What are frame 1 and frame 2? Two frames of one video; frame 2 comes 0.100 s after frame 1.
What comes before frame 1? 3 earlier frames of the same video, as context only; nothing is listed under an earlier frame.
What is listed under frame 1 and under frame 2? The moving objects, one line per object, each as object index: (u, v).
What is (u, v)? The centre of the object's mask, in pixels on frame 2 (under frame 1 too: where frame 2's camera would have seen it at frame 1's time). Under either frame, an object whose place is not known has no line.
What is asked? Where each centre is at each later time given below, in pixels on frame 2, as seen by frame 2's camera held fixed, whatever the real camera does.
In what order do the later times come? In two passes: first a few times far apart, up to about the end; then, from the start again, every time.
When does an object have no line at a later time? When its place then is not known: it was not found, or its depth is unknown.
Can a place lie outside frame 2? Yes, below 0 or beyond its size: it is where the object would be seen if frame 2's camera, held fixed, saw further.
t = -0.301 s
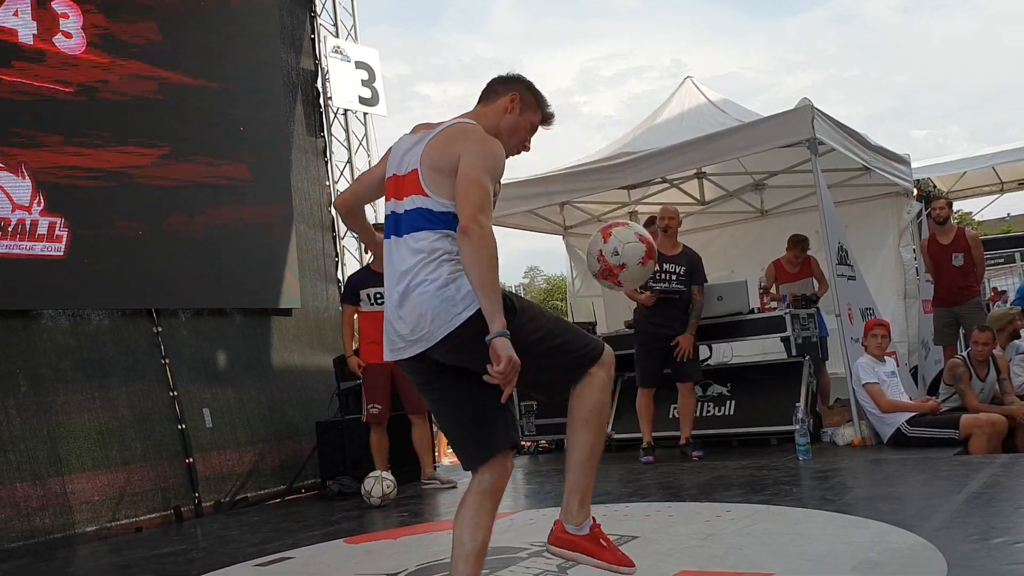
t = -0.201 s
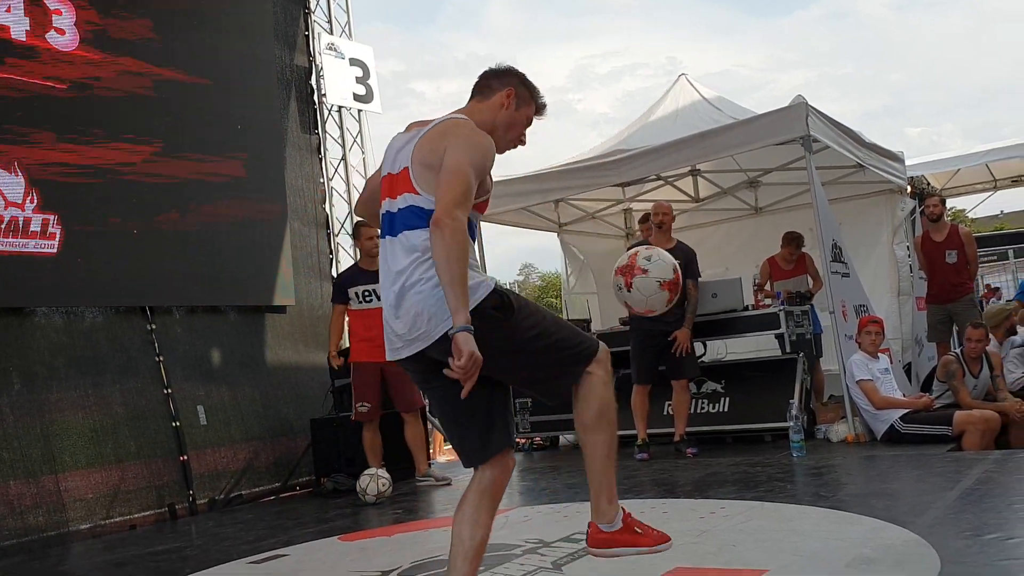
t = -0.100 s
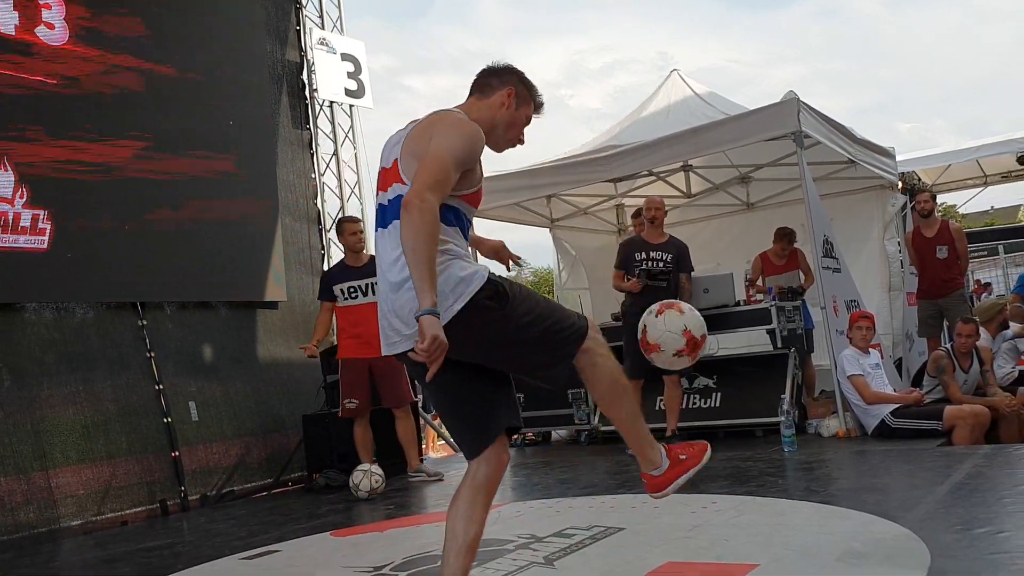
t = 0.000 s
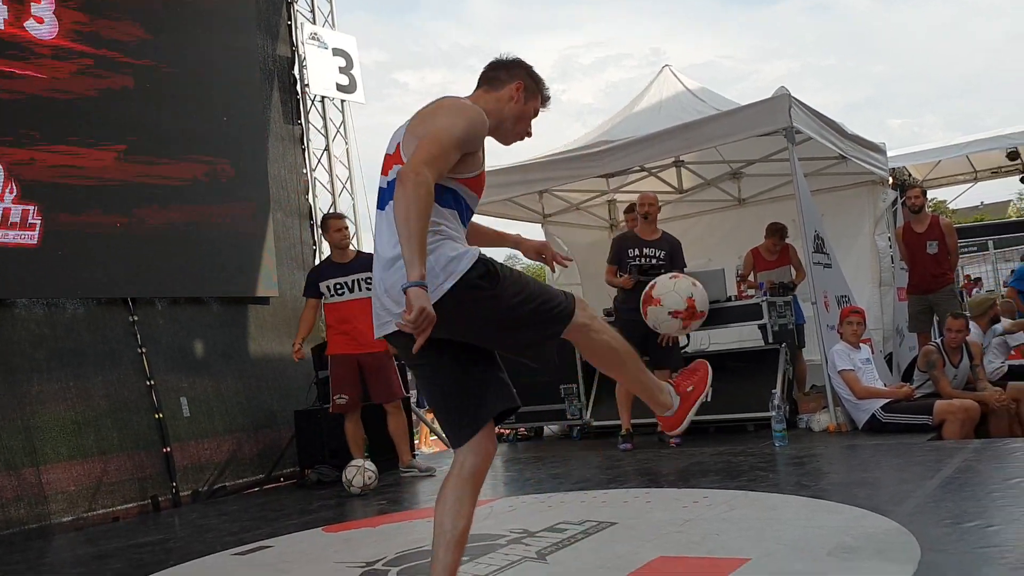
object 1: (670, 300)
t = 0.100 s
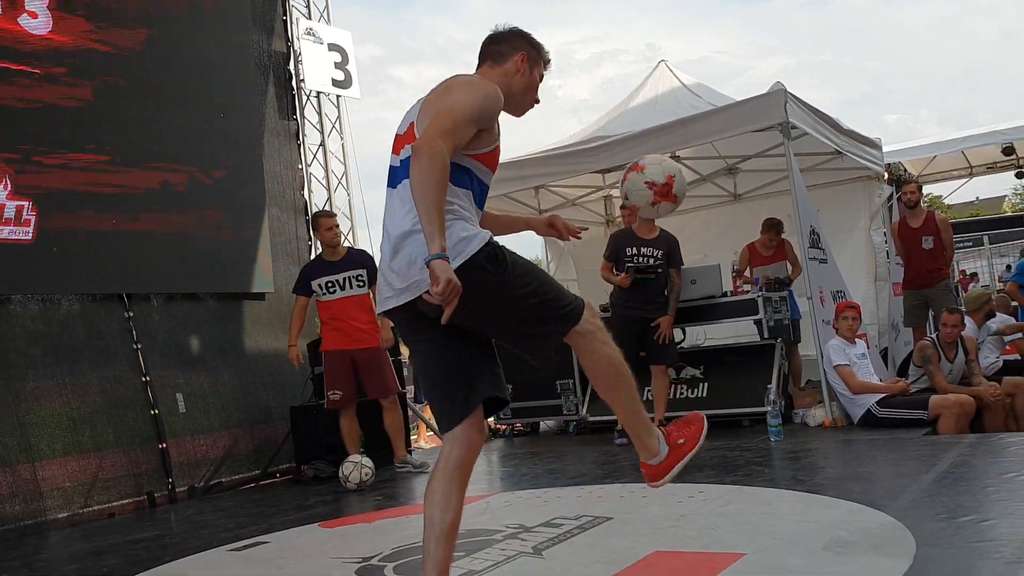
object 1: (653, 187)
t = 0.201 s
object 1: (638, 99)
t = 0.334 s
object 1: (622, 34)
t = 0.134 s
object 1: (647, 154)
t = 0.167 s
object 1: (643, 125)
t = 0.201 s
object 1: (638, 99)
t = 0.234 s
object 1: (633, 75)
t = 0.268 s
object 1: (630, 55)
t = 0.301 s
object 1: (626, 41)
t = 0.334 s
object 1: (622, 34)
